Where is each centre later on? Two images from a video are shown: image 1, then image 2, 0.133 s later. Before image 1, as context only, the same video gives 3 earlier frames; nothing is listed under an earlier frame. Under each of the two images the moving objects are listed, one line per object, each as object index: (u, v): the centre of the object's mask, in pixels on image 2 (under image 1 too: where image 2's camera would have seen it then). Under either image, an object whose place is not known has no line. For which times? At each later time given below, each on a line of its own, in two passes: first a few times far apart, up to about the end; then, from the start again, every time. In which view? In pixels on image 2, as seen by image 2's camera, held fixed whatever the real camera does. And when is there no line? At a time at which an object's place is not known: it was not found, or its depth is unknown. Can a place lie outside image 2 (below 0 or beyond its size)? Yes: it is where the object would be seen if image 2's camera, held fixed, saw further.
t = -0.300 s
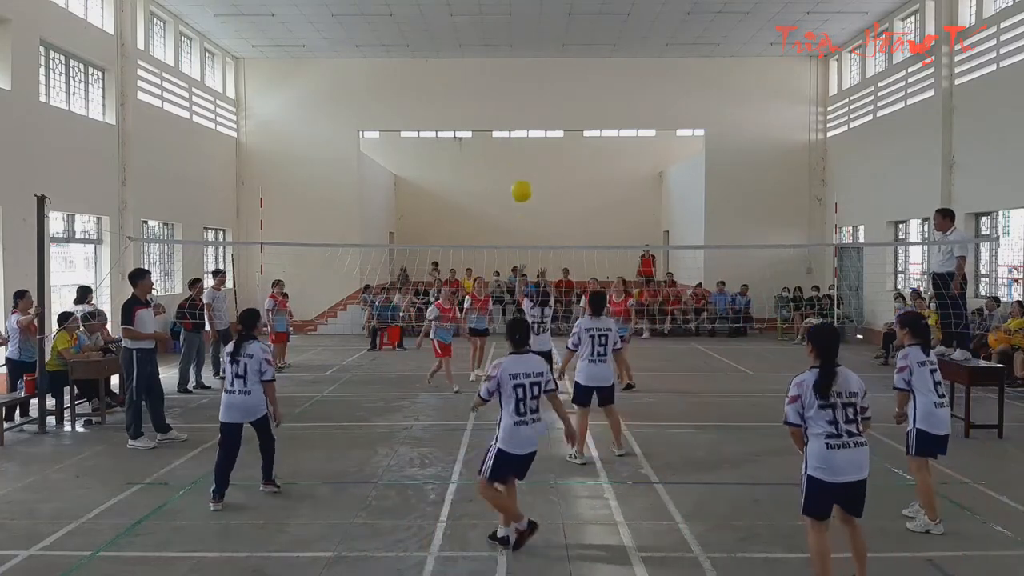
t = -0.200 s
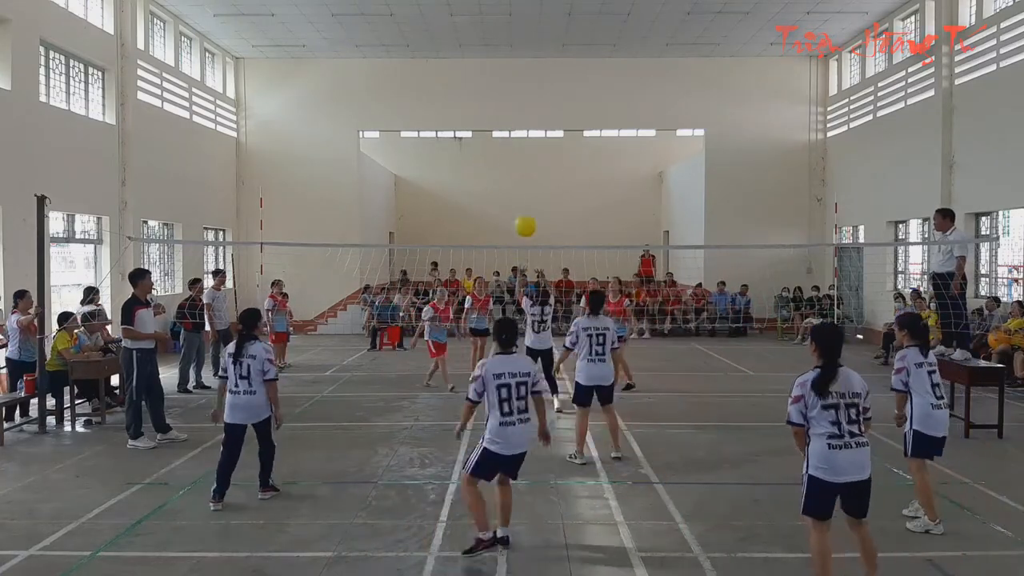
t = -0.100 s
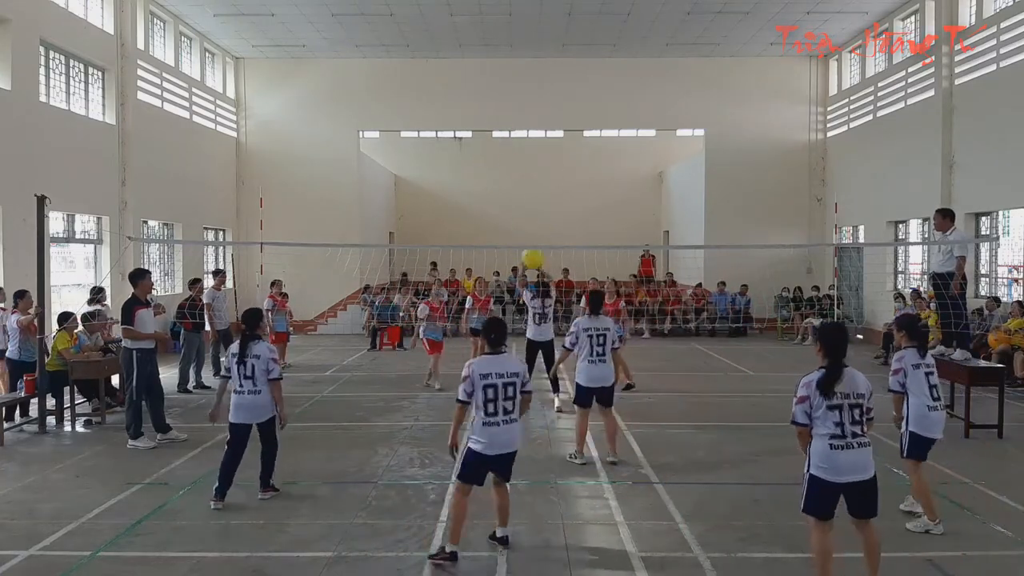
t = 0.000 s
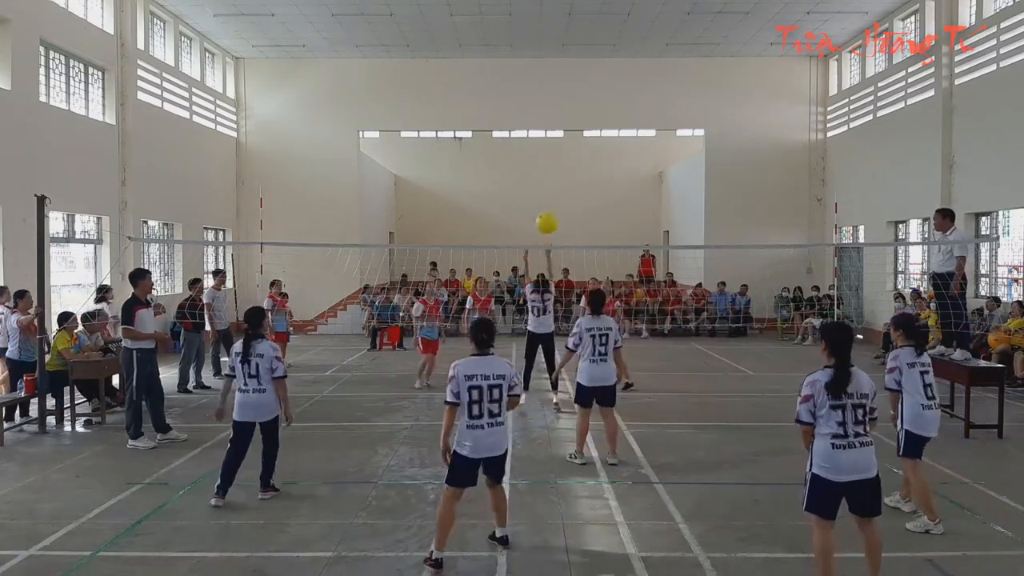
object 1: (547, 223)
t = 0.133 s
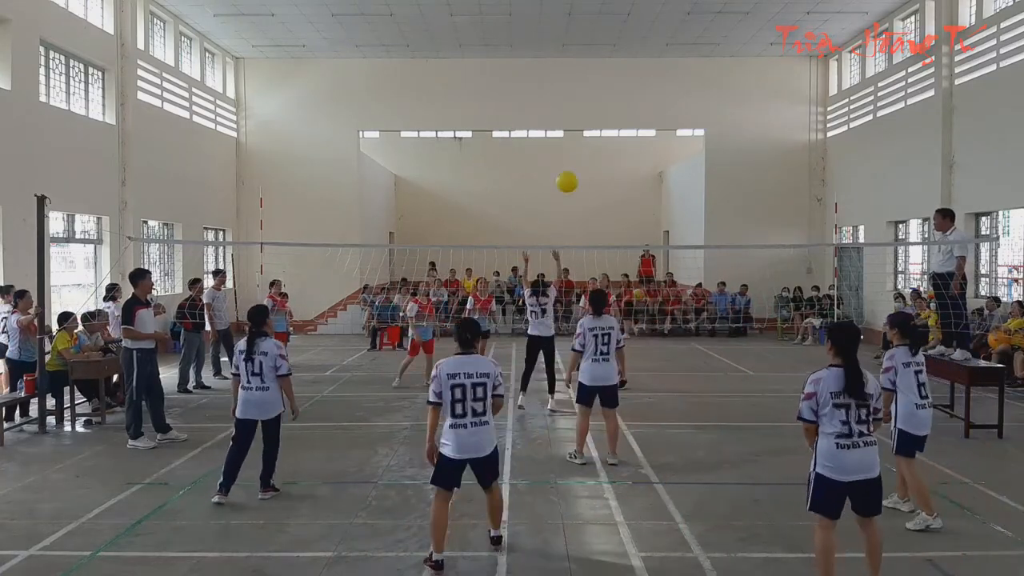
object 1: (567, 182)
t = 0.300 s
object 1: (591, 151)
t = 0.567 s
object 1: (628, 145)
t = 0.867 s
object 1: (664, 198)
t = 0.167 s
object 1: (572, 174)
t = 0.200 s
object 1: (577, 166)
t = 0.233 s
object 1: (582, 160)
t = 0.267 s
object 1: (587, 154)
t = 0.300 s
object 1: (591, 151)
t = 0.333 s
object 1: (596, 147)
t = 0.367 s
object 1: (601, 144)
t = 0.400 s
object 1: (606, 142)
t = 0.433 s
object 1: (610, 141)
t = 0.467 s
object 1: (614, 141)
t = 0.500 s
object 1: (619, 141)
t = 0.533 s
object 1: (624, 143)
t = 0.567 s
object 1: (628, 145)
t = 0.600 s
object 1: (632, 148)
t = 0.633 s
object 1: (636, 151)
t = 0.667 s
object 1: (641, 156)
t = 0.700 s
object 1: (644, 161)
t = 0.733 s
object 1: (649, 167)
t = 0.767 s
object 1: (653, 174)
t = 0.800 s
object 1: (657, 181)
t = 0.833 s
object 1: (660, 189)
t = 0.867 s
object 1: (664, 198)
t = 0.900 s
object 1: (667, 207)
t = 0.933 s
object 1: (670, 217)
